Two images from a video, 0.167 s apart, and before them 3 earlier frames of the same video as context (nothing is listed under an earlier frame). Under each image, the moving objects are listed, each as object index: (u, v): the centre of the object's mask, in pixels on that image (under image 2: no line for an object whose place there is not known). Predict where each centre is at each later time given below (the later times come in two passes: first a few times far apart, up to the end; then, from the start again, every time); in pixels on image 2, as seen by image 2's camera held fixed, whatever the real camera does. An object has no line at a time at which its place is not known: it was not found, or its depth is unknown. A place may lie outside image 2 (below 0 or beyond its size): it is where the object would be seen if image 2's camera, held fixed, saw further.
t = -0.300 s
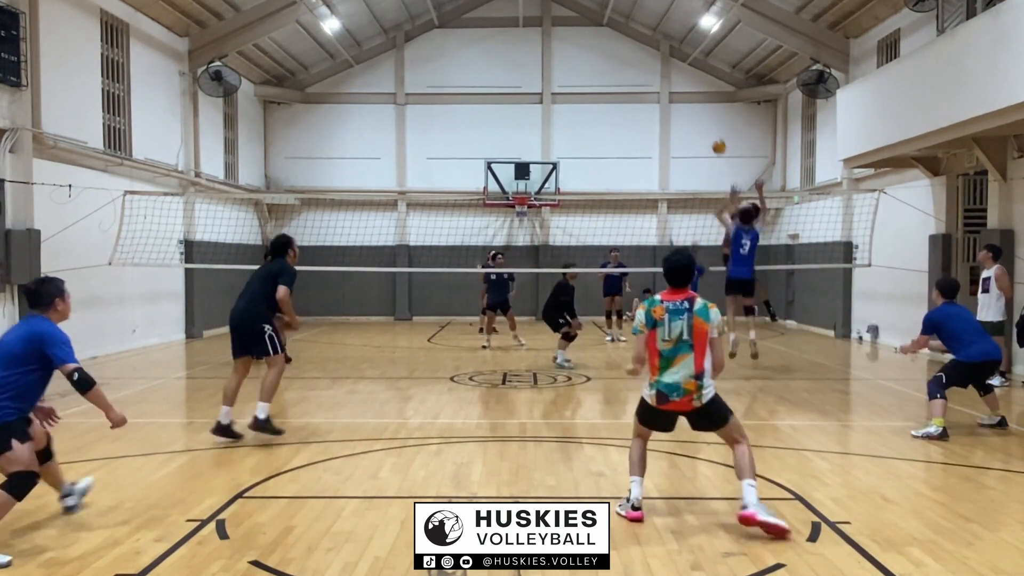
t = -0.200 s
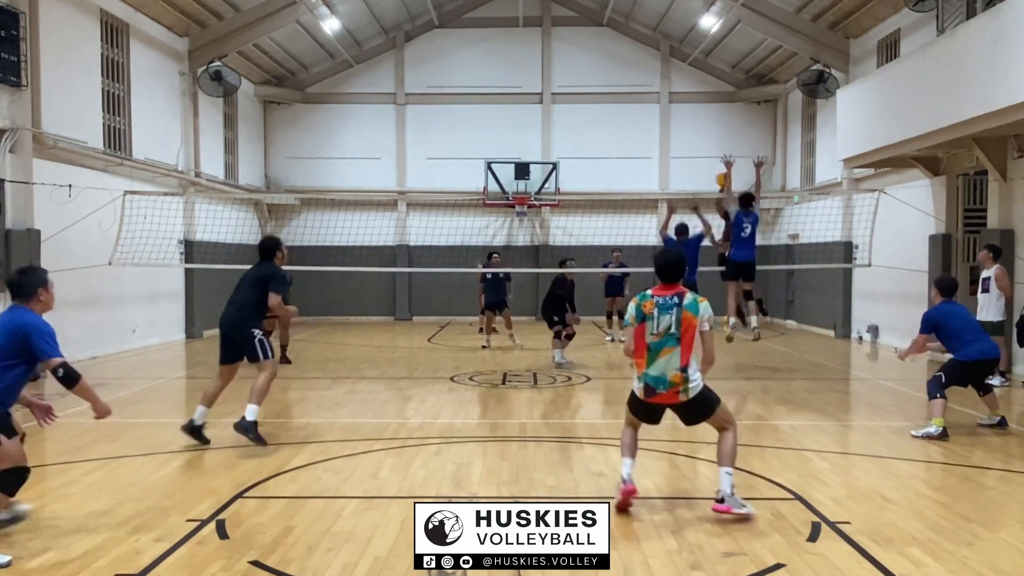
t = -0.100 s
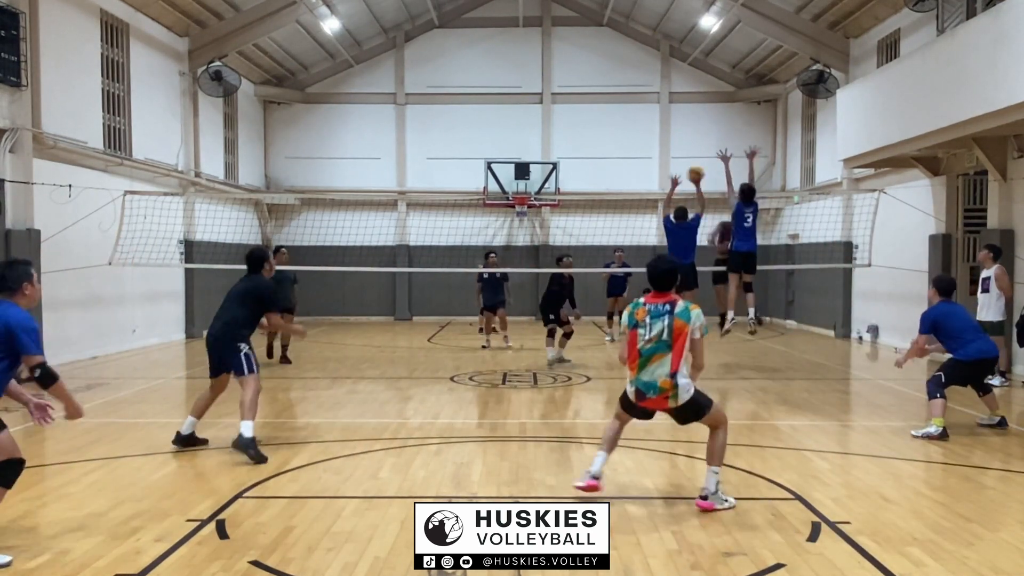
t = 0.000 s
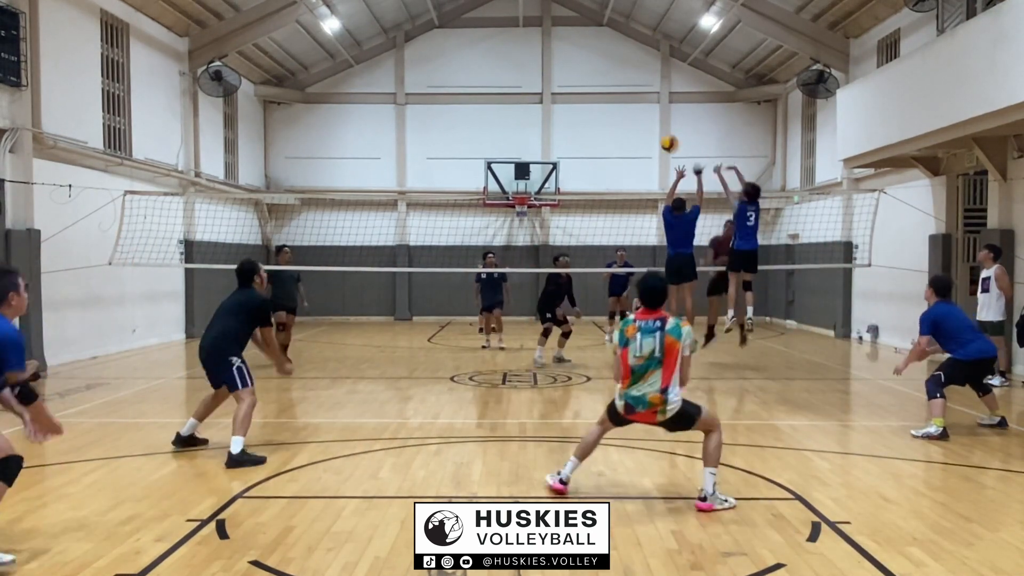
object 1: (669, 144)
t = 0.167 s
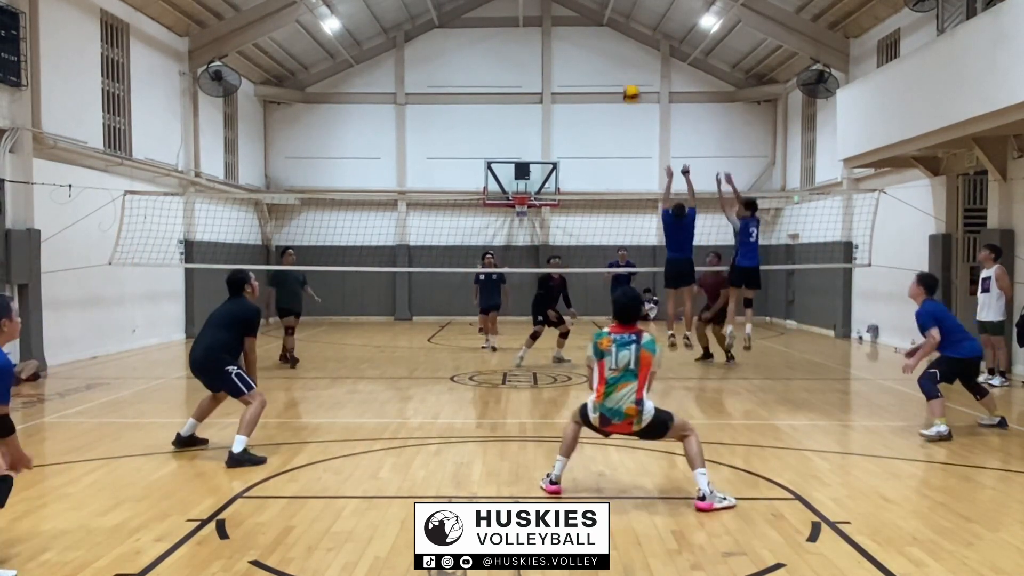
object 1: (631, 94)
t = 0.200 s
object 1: (623, 87)
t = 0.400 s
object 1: (571, 63)
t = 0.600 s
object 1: (513, 78)
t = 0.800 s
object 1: (450, 139)
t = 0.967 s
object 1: (395, 232)
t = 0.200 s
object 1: (623, 87)
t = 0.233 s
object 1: (614, 81)
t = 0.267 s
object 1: (606, 75)
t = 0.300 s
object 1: (597, 71)
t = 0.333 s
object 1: (588, 68)
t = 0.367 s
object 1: (579, 64)
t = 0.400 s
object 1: (571, 63)
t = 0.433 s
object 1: (561, 63)
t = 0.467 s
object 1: (552, 63)
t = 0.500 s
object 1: (542, 65)
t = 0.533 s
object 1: (532, 69)
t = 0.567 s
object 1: (523, 72)
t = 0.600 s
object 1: (513, 78)
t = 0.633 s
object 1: (503, 85)
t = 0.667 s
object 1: (492, 93)
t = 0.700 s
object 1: (483, 102)
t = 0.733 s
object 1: (472, 112)
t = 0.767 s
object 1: (461, 126)
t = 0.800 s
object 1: (450, 139)
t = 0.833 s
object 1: (440, 154)
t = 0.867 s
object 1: (429, 171)
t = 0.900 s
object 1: (417, 190)
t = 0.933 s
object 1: (406, 208)
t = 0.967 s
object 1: (395, 232)
